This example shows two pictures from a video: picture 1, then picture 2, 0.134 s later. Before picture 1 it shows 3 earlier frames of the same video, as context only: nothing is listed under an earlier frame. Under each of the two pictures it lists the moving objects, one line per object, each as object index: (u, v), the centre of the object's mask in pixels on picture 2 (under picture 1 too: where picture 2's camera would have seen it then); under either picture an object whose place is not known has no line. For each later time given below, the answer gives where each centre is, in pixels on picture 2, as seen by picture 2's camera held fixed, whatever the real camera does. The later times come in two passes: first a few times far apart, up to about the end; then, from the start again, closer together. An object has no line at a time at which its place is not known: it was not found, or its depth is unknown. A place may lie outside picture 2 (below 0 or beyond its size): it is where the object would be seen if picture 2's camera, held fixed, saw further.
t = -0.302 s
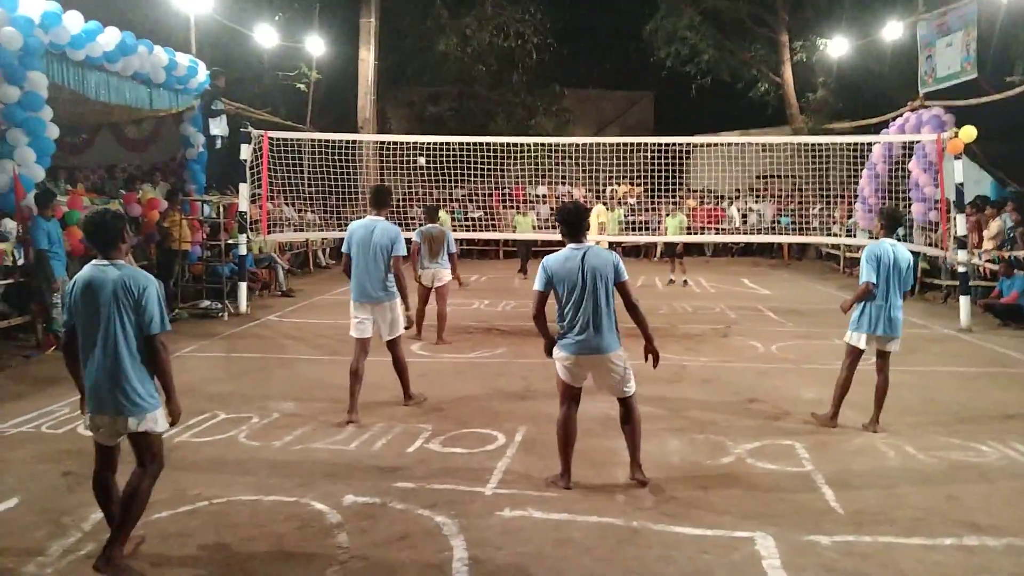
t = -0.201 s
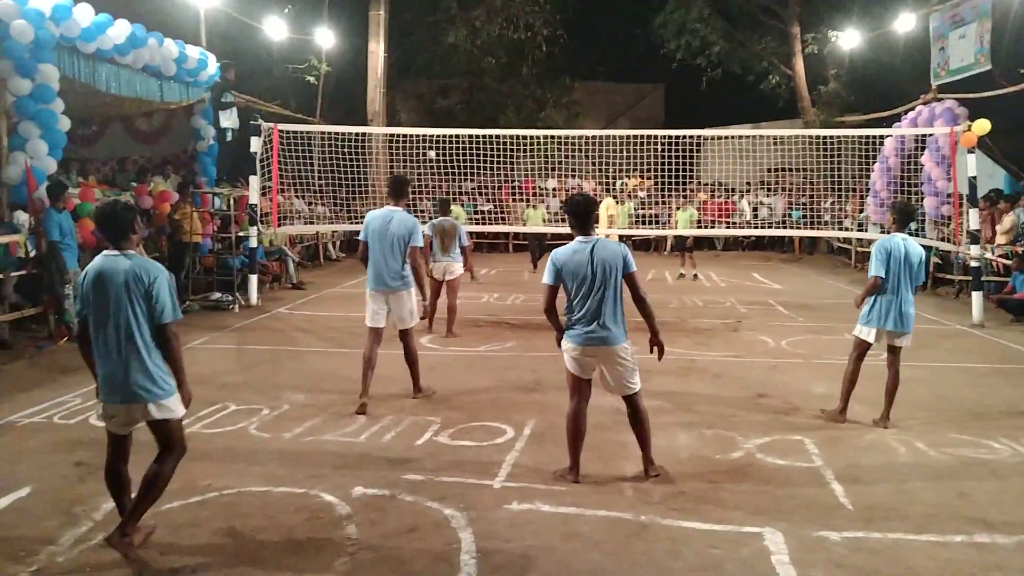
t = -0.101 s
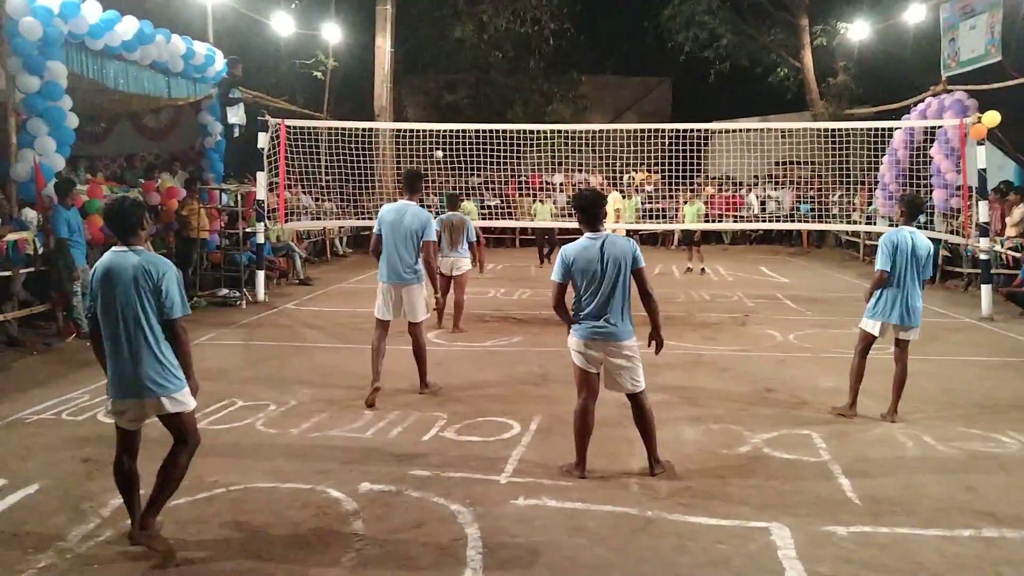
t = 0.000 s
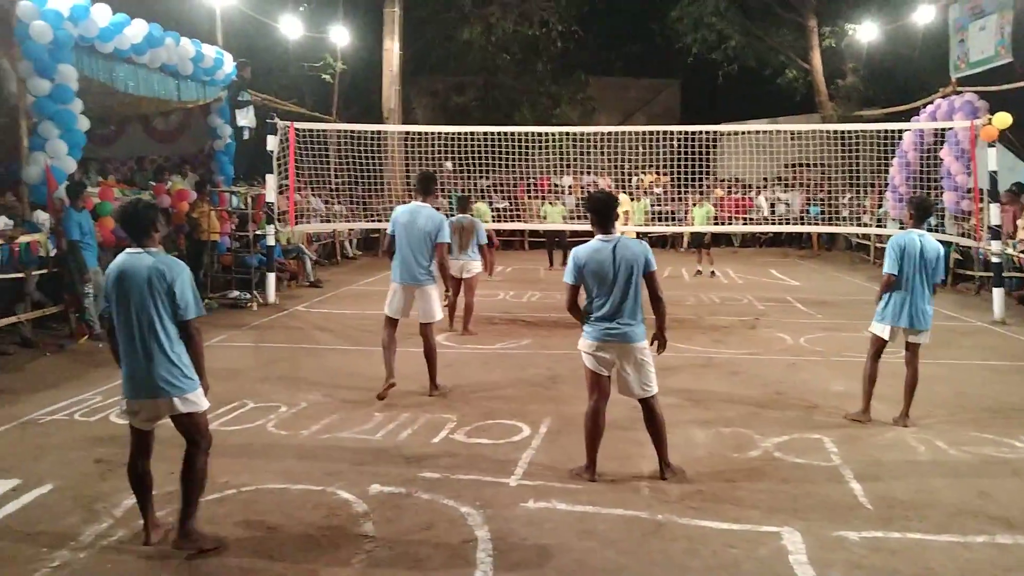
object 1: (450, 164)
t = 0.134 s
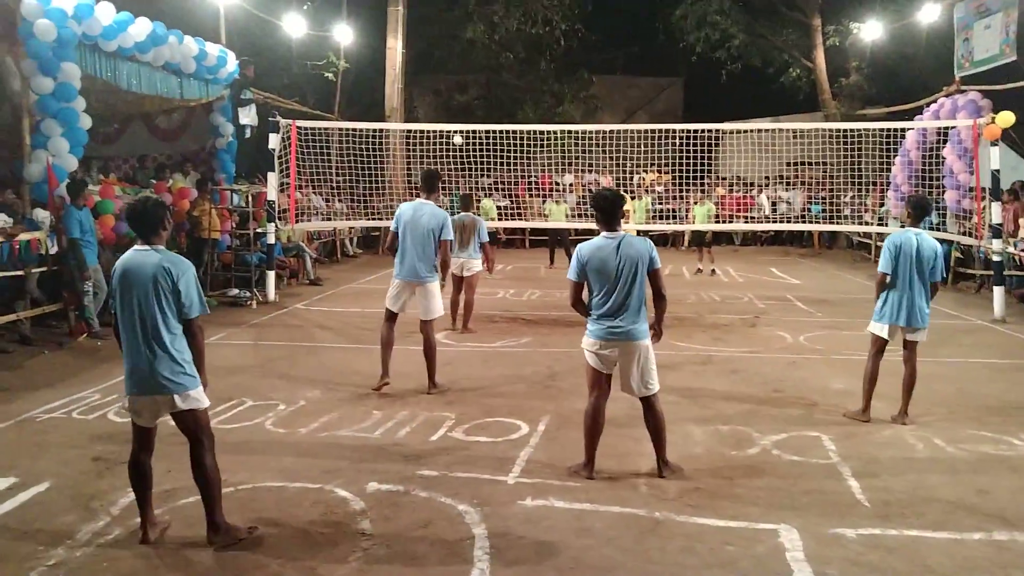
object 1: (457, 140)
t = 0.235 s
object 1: (465, 119)
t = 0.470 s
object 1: (492, 82)
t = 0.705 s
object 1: (527, 64)
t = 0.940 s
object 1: (580, 86)
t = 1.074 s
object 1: (623, 128)
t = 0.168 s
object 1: (460, 134)
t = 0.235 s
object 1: (465, 119)
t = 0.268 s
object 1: (469, 114)
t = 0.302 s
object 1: (472, 108)
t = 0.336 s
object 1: (476, 102)
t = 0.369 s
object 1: (479, 97)
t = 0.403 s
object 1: (483, 92)
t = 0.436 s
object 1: (487, 87)
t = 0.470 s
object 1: (492, 82)
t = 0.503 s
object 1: (496, 78)
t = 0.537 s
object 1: (501, 74)
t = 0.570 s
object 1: (506, 71)
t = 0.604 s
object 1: (511, 68)
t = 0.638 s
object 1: (516, 66)
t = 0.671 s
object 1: (521, 64)
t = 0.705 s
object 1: (527, 64)
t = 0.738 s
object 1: (533, 64)
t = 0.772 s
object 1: (540, 65)
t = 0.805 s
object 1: (547, 66)
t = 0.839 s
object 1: (554, 69)
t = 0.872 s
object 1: (562, 73)
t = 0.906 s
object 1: (571, 79)
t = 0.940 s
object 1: (580, 86)
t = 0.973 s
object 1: (590, 94)
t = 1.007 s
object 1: (600, 104)
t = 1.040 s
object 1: (611, 114)
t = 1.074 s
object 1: (623, 128)
